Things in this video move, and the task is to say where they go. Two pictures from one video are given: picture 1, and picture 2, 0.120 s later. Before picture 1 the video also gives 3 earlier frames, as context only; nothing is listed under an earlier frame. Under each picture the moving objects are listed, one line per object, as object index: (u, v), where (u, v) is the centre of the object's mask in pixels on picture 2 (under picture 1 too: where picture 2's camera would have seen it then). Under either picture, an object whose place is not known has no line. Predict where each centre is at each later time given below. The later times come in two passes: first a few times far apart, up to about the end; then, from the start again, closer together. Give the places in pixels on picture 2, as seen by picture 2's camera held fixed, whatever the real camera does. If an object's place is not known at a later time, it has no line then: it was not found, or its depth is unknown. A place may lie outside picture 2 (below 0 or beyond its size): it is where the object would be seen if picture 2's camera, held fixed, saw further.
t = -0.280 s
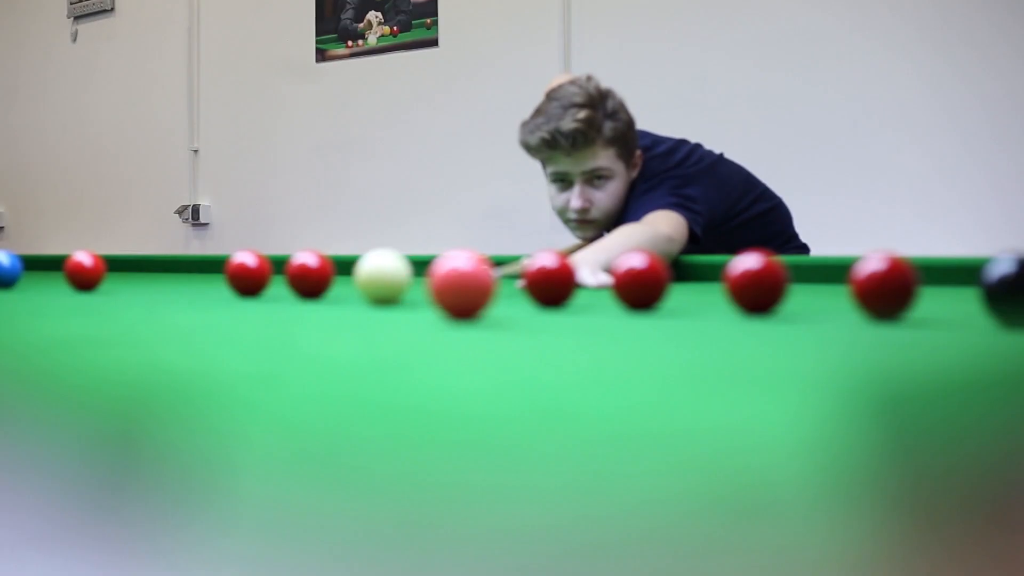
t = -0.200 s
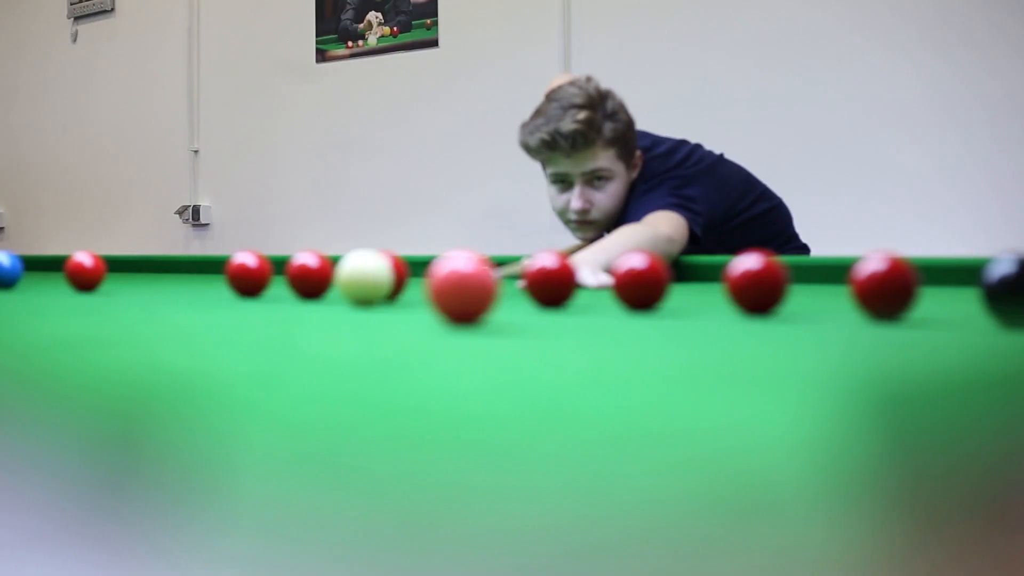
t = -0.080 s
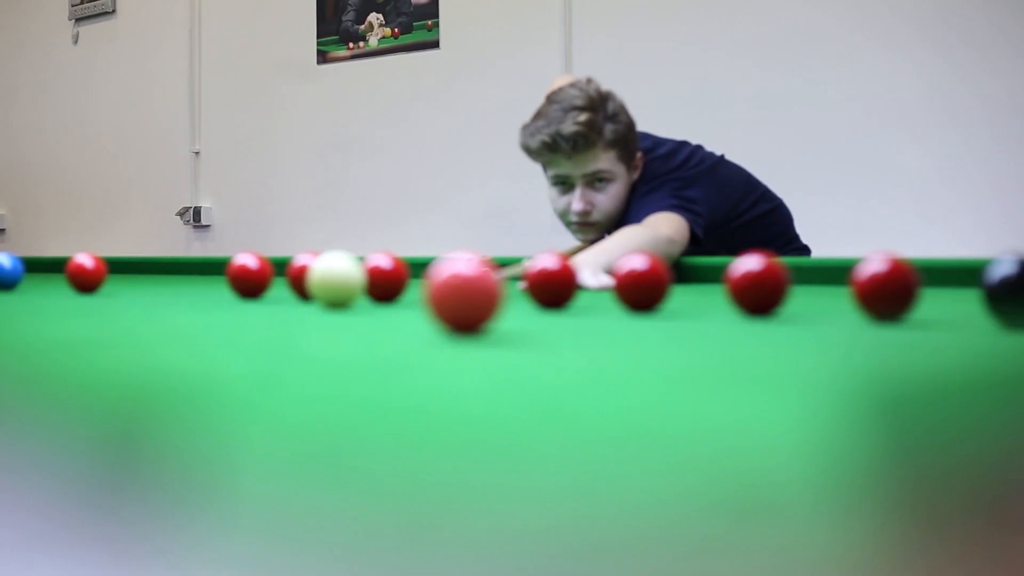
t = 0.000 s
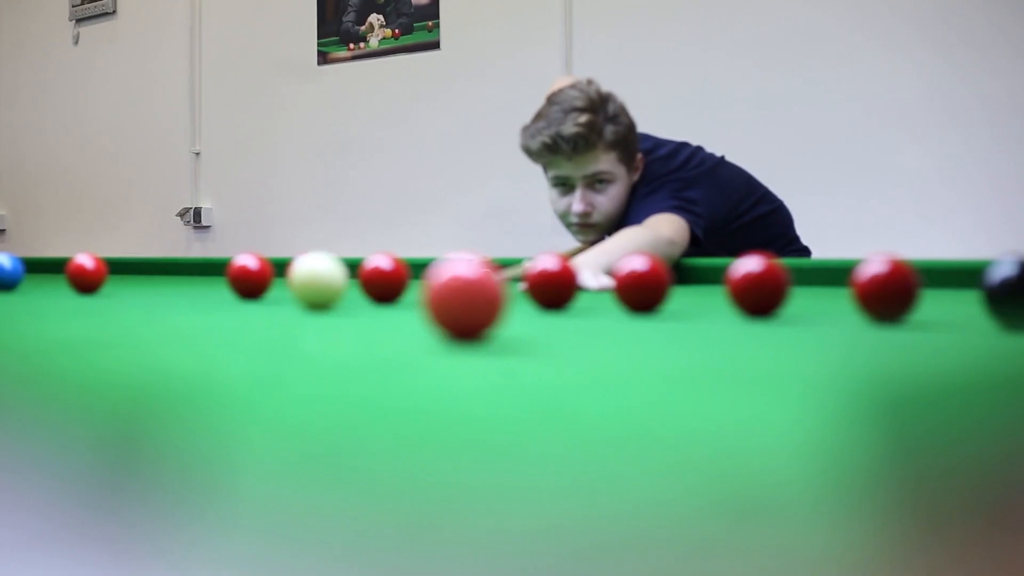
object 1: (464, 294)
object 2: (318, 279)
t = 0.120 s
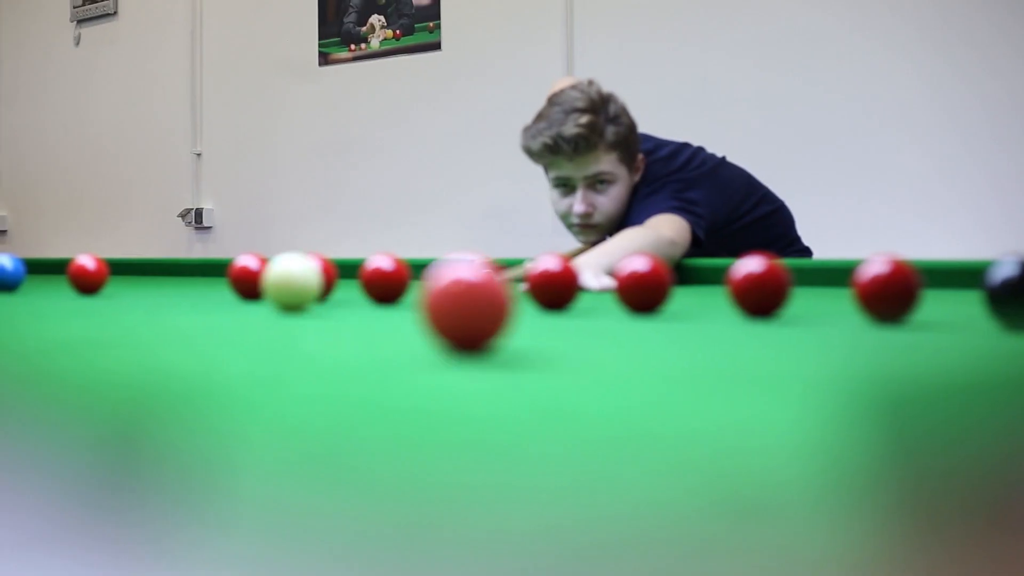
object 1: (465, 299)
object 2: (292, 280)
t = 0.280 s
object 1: (466, 309)
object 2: (256, 282)
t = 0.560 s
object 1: (470, 336)
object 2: (201, 282)
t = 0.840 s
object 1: (486, 426)
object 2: (152, 284)
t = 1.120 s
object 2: (113, 284)
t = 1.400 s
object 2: (82, 286)
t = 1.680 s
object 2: (59, 287)
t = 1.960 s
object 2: (45, 287)
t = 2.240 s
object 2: (42, 285)
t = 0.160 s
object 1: (465, 301)
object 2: (282, 281)
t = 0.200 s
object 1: (465, 304)
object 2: (274, 281)
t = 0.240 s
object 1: (466, 306)
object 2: (265, 281)
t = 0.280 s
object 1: (466, 309)
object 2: (256, 282)
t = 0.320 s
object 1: (467, 312)
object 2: (248, 282)
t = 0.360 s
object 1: (468, 315)
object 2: (240, 281)
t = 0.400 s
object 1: (468, 318)
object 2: (232, 281)
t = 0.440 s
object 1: (469, 322)
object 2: (224, 282)
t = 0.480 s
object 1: (469, 327)
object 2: (216, 282)
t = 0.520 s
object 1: (470, 331)
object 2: (208, 282)
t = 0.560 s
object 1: (470, 336)
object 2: (201, 282)
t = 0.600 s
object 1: (471, 344)
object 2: (194, 281)
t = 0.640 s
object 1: (472, 352)
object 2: (186, 282)
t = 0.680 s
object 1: (477, 365)
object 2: (178, 283)
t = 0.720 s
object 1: (479, 376)
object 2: (172, 283)
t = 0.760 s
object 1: (478, 388)
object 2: (165, 283)
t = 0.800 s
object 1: (481, 407)
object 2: (159, 283)
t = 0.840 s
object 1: (486, 426)
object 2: (152, 284)
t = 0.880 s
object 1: (491, 441)
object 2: (146, 284)
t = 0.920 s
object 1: (497, 450)
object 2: (140, 283)
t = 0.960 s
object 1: (500, 457)
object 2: (134, 284)
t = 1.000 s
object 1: (507, 474)
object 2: (128, 284)
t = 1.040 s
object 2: (123, 285)
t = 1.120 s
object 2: (113, 284)
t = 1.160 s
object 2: (108, 285)
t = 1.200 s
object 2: (102, 286)
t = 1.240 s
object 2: (98, 287)
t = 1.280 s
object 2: (93, 286)
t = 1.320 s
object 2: (89, 286)
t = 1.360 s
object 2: (85, 286)
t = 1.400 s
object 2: (82, 286)
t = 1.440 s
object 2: (79, 286)
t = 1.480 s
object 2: (74, 287)
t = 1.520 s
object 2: (71, 287)
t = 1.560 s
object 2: (67, 287)
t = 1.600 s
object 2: (64, 287)
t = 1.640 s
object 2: (61, 287)
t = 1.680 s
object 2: (59, 287)
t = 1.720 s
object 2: (56, 286)
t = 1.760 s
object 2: (54, 286)
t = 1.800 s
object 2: (52, 286)
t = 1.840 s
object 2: (49, 287)
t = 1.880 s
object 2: (49, 287)
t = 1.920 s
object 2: (47, 287)
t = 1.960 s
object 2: (45, 287)
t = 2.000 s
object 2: (43, 287)
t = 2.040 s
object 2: (43, 288)
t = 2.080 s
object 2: (43, 288)
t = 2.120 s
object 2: (42, 287)
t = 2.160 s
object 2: (42, 286)
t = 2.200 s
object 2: (42, 286)
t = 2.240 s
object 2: (42, 285)
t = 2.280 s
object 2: (42, 285)
